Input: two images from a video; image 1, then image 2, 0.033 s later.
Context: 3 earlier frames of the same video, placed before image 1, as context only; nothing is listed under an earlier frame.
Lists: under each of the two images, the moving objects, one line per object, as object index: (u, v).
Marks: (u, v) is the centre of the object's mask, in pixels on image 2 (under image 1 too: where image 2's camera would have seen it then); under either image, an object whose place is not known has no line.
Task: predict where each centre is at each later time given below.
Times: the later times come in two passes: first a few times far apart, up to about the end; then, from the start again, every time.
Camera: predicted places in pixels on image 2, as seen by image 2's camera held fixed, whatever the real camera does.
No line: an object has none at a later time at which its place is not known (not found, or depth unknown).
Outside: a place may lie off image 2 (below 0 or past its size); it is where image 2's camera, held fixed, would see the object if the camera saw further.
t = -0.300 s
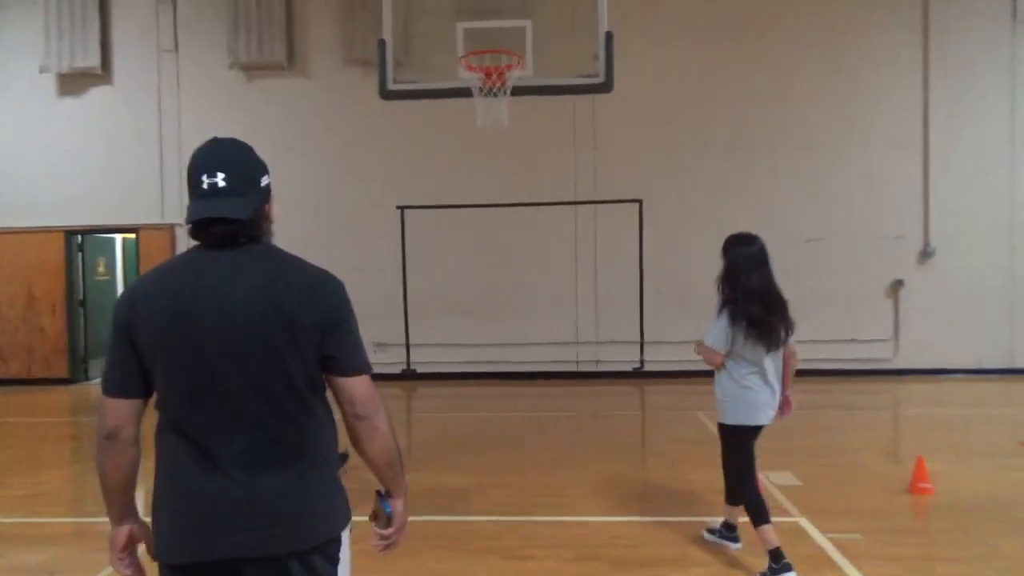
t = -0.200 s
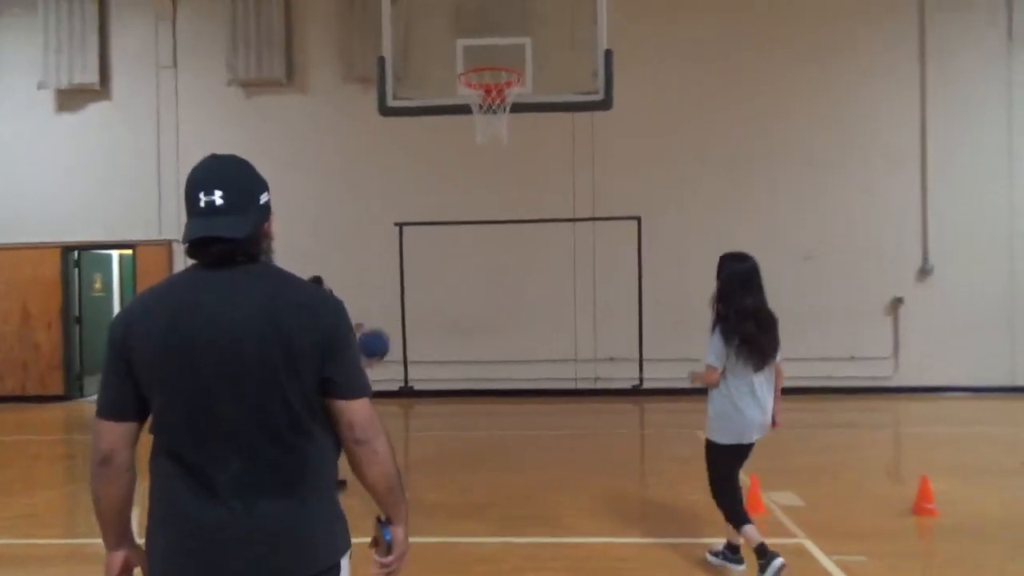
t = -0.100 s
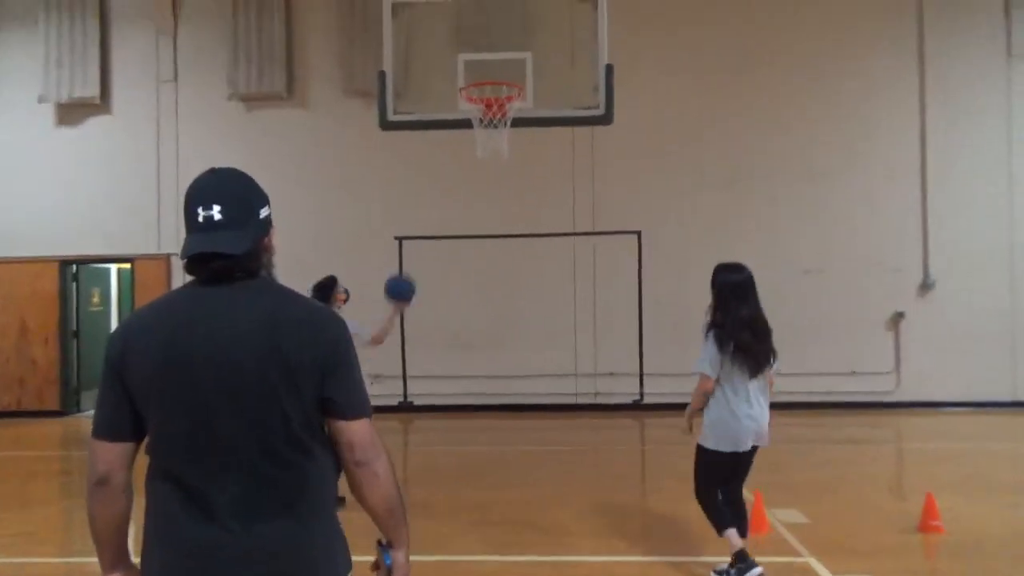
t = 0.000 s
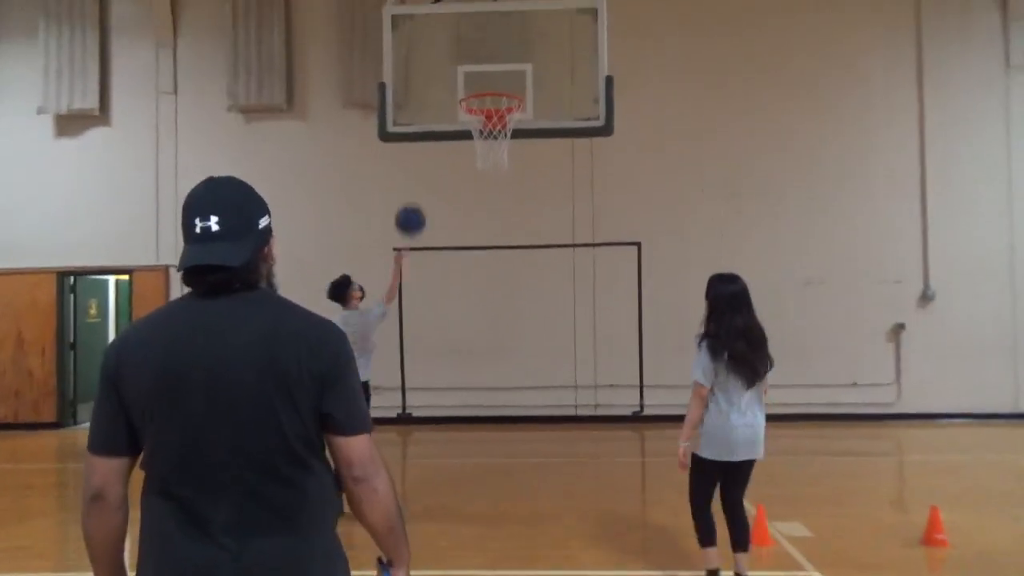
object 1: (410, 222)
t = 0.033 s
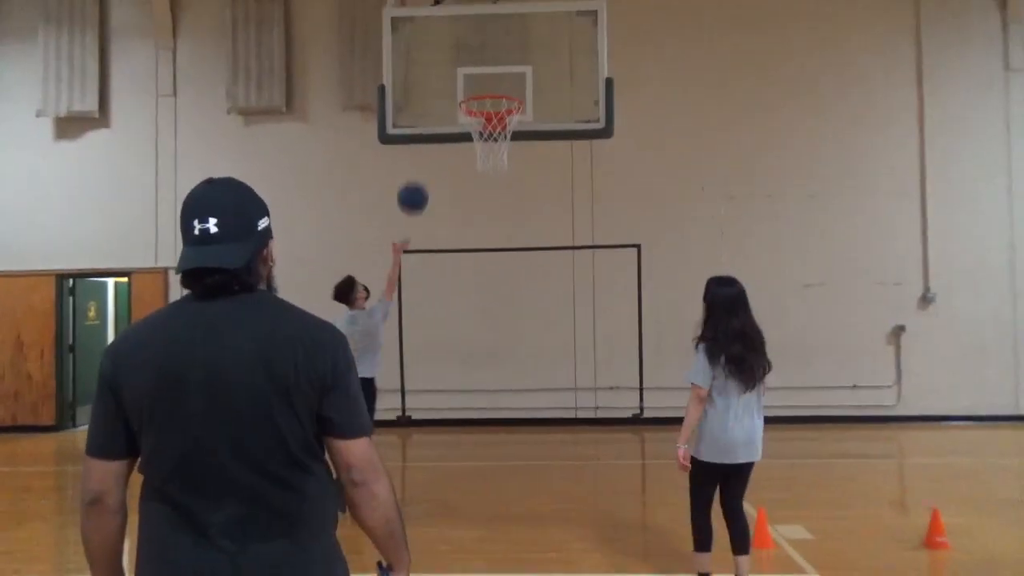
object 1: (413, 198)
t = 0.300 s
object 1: (433, 59)
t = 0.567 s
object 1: (447, 10)
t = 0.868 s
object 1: (458, 55)
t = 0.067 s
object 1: (415, 176)
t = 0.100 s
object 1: (418, 155)
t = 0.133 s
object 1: (420, 135)
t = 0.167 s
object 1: (423, 116)
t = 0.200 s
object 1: (426, 100)
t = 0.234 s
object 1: (429, 85)
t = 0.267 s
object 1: (431, 71)
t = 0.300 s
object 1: (433, 59)
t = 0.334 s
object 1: (436, 48)
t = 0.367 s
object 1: (439, 39)
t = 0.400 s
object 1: (441, 32)
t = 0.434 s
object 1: (443, 25)
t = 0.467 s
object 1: (443, 18)
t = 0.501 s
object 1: (445, 14)
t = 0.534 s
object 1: (446, 11)
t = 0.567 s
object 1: (447, 10)
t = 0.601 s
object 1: (448, 9)
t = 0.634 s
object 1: (448, 9)
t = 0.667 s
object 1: (450, 12)
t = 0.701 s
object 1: (452, 16)
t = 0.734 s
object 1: (452, 21)
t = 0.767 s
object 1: (454, 28)
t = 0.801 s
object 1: (455, 35)
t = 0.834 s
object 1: (457, 44)
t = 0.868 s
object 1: (458, 55)
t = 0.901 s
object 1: (459, 67)
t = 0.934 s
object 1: (460, 82)
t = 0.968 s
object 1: (463, 88)
